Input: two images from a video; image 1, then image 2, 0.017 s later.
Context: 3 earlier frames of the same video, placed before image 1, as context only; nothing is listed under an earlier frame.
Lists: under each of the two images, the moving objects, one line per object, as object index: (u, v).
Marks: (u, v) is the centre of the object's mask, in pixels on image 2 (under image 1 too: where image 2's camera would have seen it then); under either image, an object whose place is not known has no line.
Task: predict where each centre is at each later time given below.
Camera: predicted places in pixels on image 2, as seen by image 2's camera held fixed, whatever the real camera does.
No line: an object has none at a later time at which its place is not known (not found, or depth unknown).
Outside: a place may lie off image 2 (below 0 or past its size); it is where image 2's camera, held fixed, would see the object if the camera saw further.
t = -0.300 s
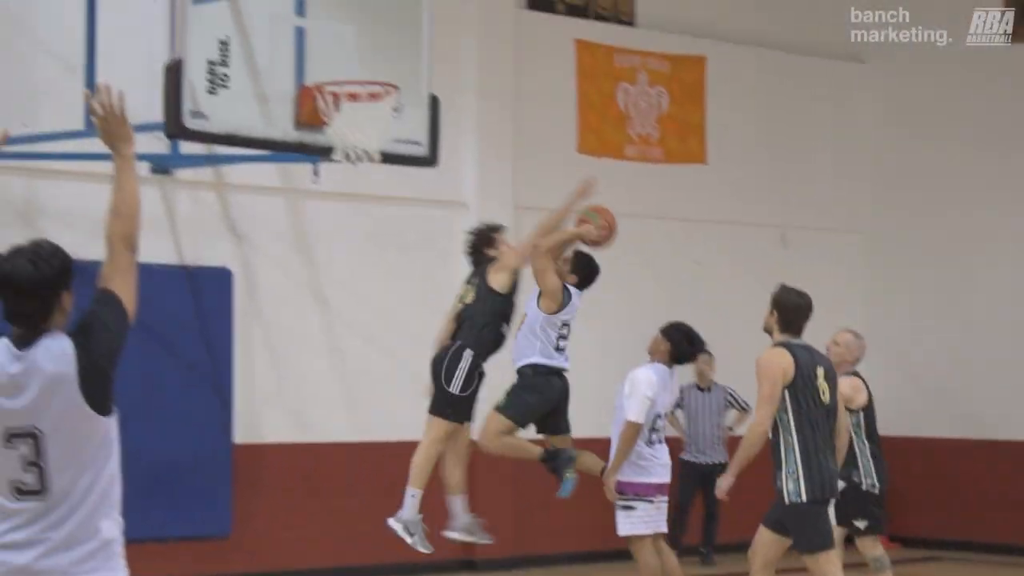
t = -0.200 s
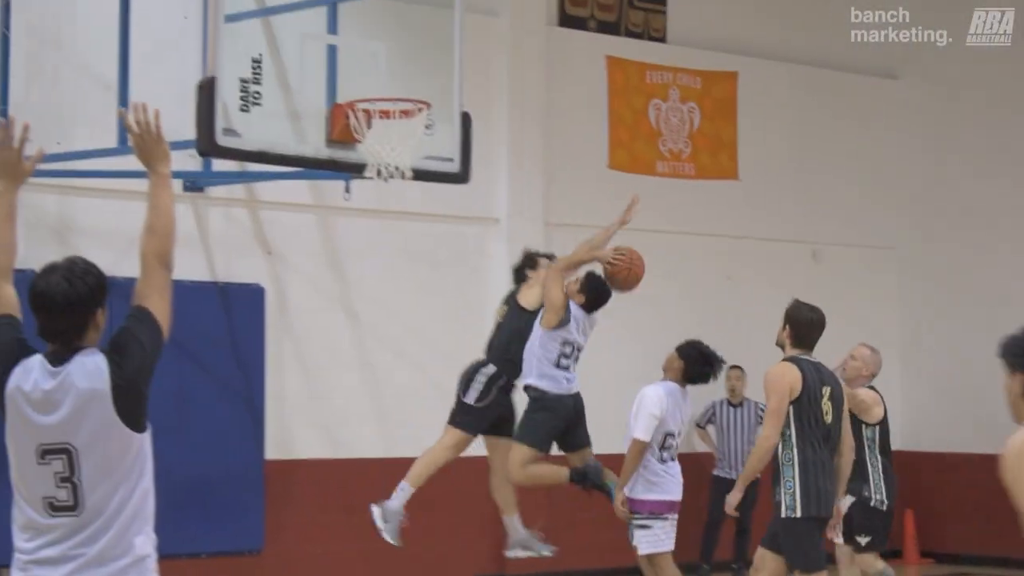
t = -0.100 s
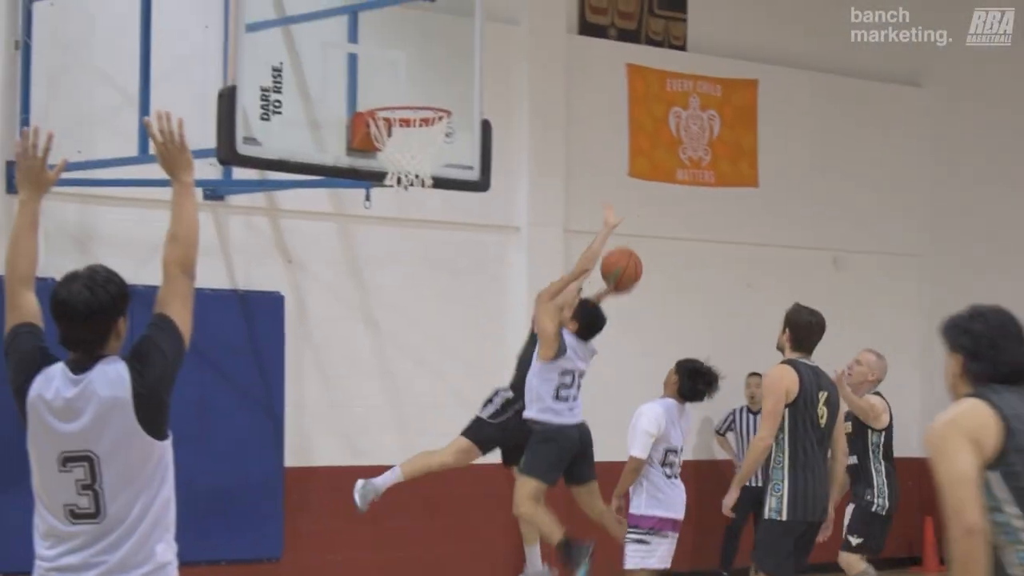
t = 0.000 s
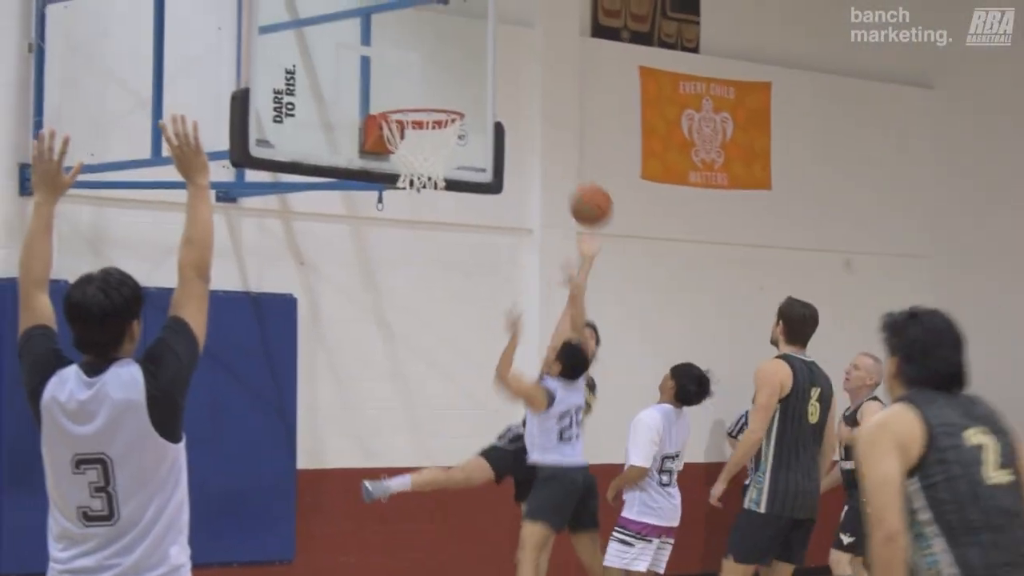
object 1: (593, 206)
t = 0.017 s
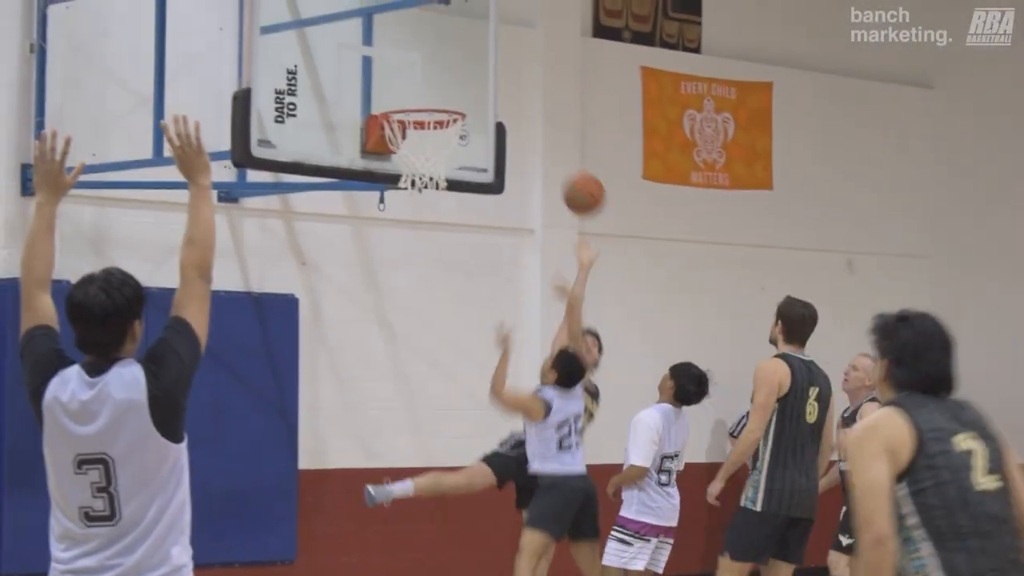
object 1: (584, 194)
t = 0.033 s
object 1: (574, 182)
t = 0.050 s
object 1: (566, 172)
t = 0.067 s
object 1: (556, 162)
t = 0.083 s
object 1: (547, 151)
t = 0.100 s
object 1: (538, 143)
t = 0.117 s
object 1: (529, 134)
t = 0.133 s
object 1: (520, 125)
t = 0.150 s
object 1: (511, 117)
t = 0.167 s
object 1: (501, 109)
